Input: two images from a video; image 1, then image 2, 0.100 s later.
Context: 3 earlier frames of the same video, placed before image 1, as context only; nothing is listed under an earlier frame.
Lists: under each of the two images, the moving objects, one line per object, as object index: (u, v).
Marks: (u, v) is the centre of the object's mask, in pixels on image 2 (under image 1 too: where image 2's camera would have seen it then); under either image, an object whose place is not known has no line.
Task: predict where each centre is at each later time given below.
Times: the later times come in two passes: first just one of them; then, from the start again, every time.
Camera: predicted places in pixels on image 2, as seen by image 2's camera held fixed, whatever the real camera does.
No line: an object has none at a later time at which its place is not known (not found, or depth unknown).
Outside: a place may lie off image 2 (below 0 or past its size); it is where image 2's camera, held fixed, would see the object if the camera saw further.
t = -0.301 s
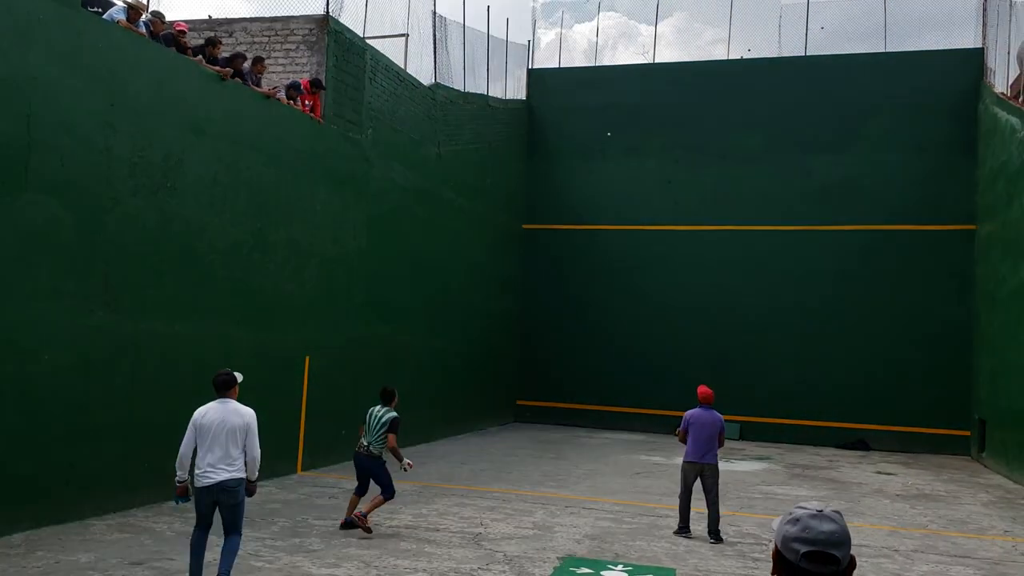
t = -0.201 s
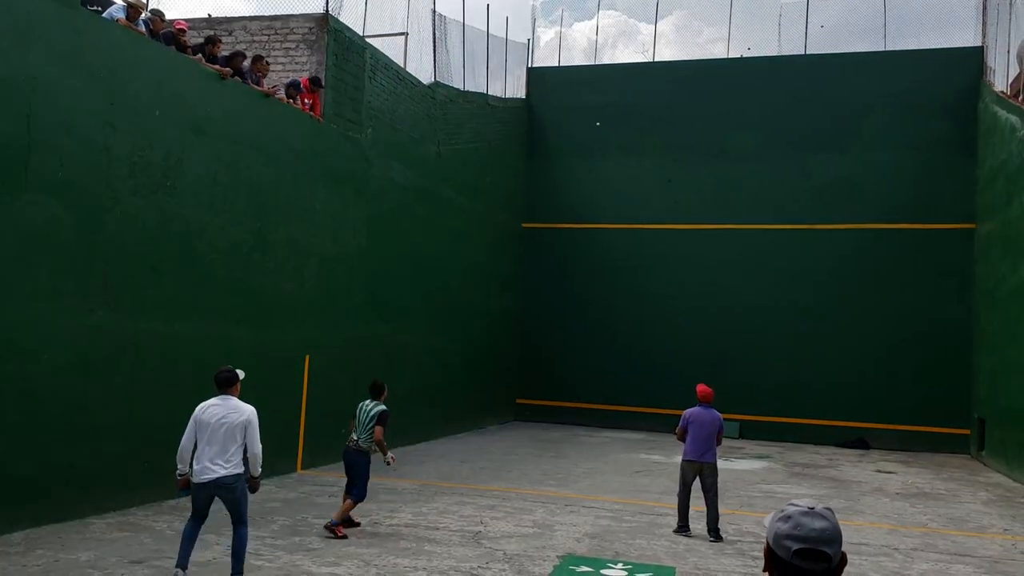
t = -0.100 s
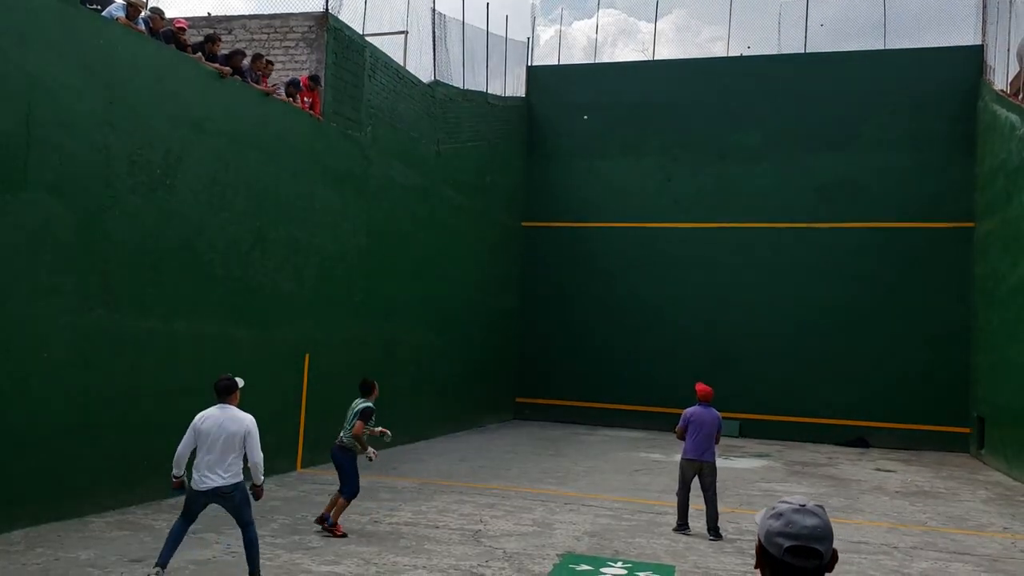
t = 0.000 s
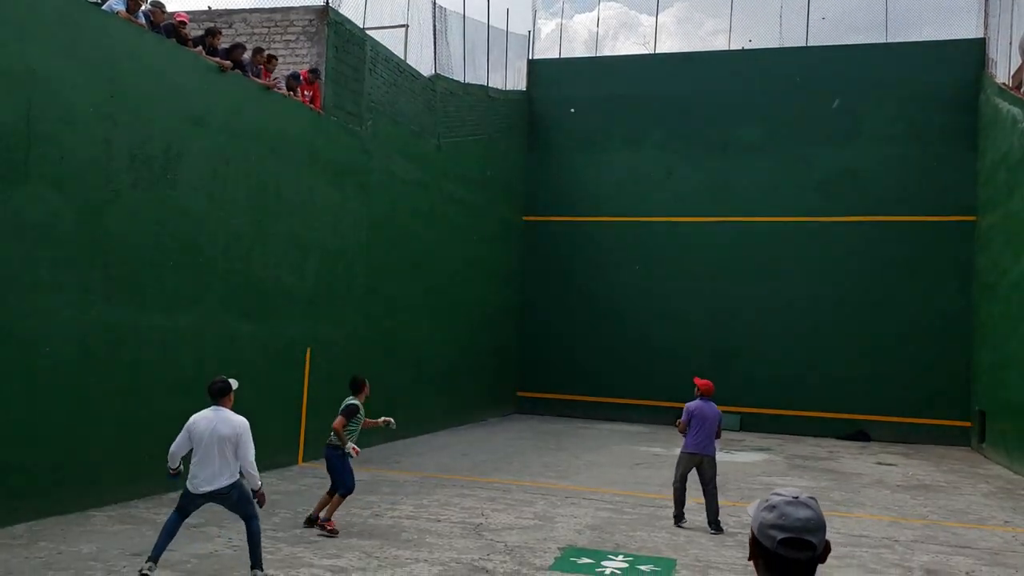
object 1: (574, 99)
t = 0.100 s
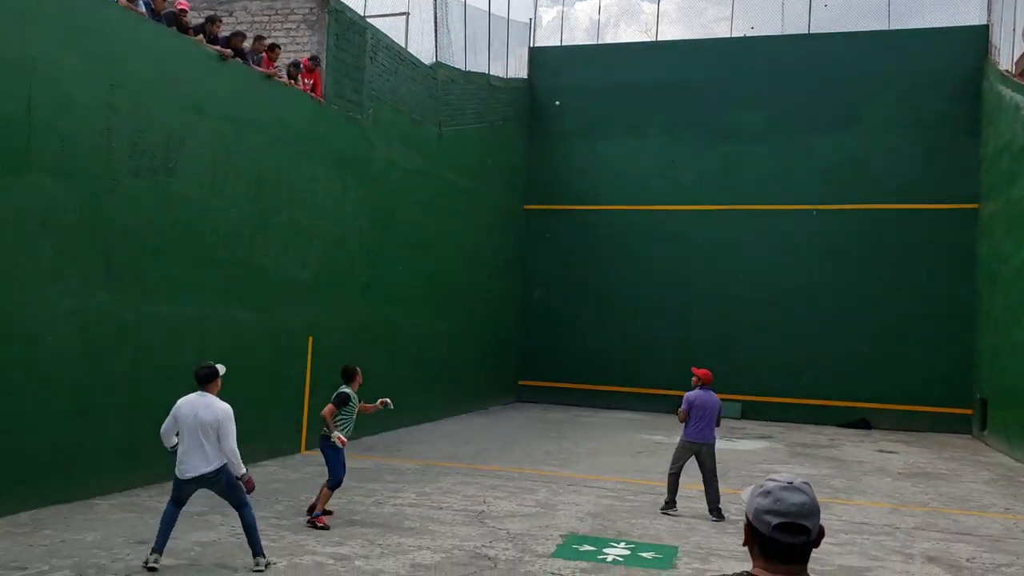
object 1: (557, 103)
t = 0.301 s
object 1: (515, 130)
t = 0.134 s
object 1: (552, 105)
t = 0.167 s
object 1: (545, 108)
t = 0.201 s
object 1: (539, 112)
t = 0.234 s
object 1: (531, 117)
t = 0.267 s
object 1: (523, 123)
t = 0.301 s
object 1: (515, 130)
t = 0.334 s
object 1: (507, 139)
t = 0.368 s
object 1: (498, 148)
